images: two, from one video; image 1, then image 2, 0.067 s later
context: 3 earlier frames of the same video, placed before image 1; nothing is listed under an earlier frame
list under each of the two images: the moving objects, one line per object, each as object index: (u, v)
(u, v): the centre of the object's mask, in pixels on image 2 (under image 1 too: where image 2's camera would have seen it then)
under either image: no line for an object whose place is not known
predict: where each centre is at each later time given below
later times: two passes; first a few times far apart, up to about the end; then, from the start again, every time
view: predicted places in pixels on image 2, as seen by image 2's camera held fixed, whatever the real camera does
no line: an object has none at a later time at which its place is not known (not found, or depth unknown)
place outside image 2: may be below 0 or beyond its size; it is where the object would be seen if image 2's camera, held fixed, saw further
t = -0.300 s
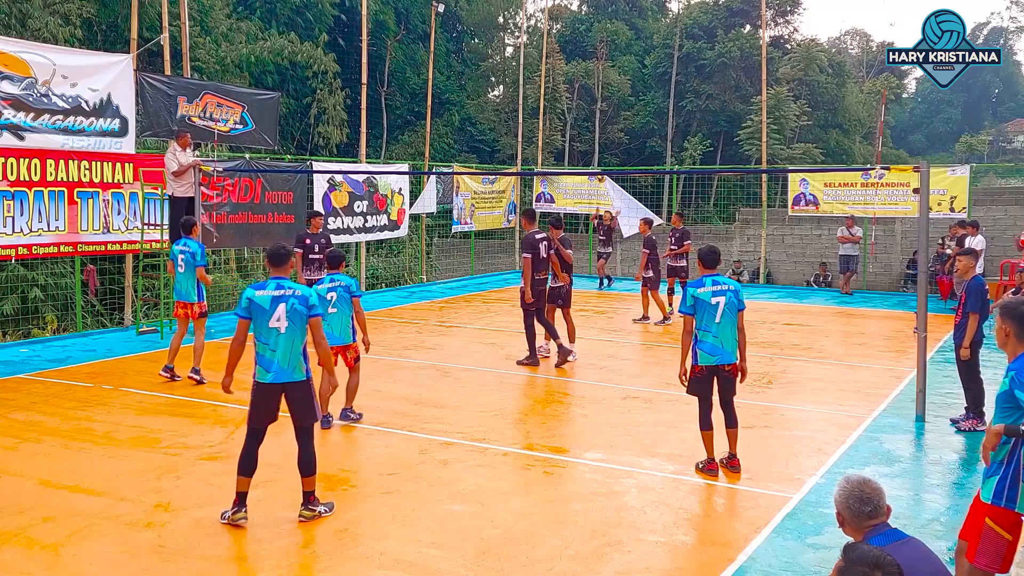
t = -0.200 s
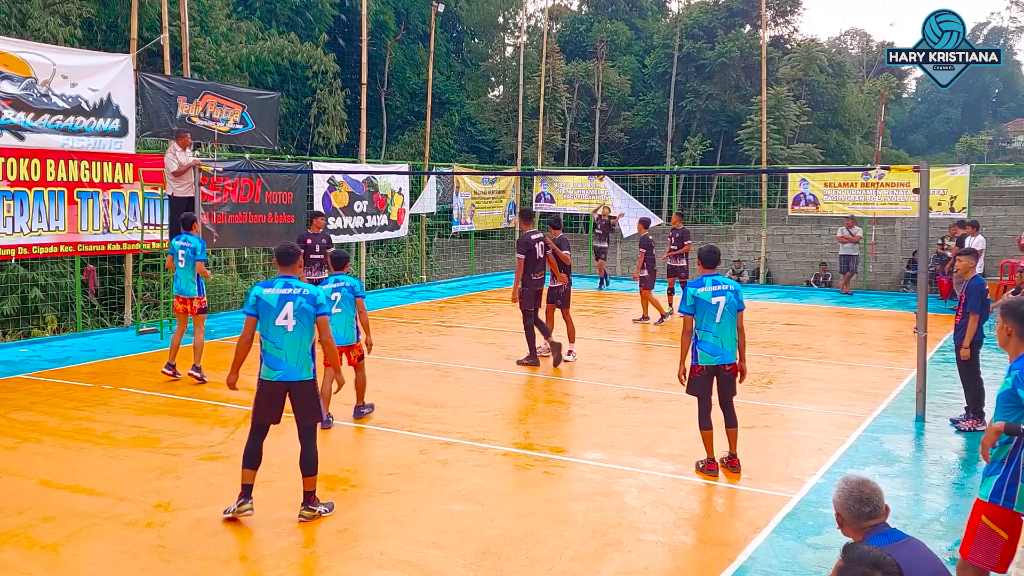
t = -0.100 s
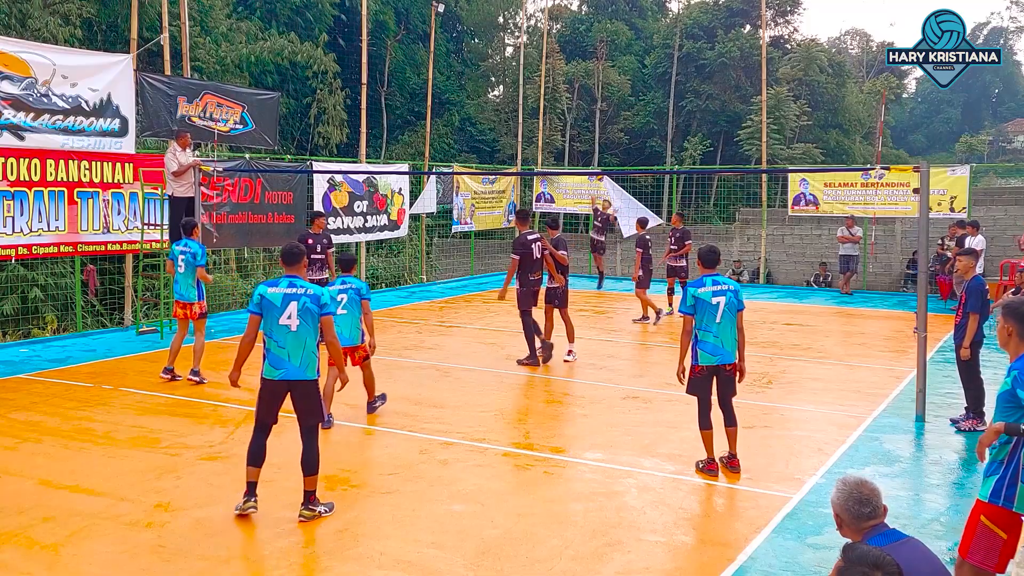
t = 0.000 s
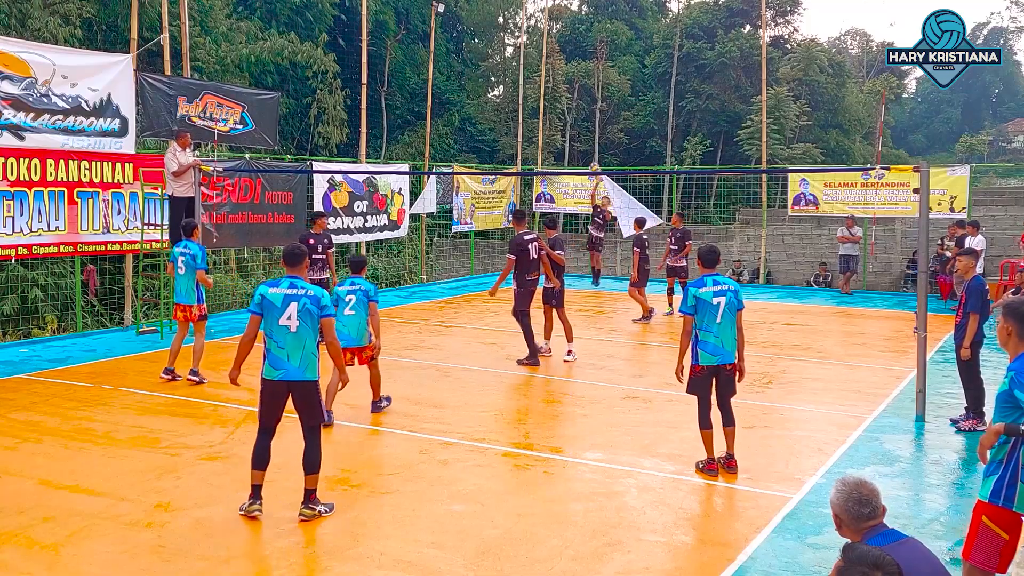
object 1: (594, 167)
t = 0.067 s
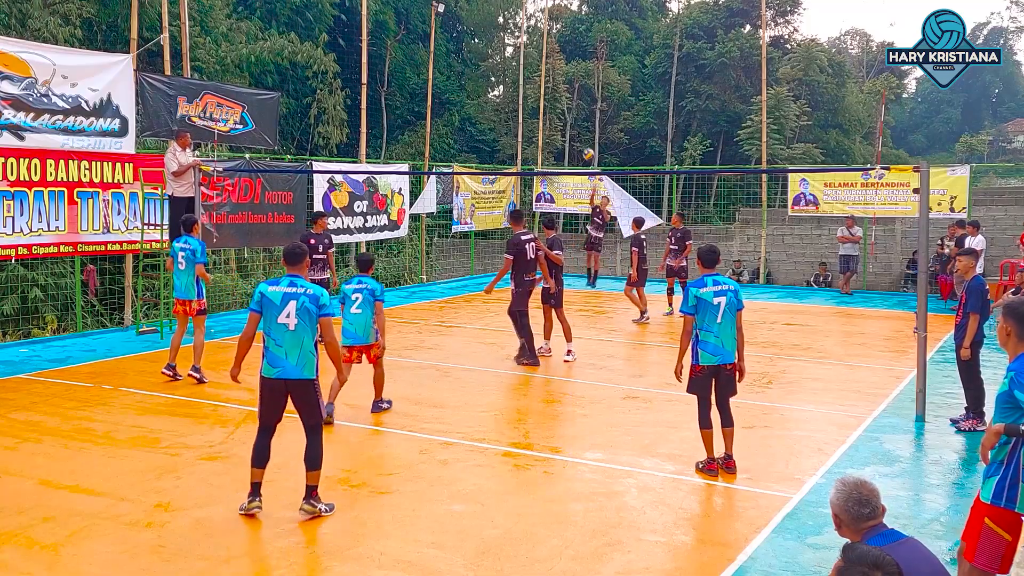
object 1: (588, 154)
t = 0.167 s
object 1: (577, 133)
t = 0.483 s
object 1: (529, 95)
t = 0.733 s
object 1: (469, 115)
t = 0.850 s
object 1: (428, 148)
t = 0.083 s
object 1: (586, 150)
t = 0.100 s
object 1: (585, 147)
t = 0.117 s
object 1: (583, 143)
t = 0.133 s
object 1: (581, 140)
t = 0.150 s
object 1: (579, 137)
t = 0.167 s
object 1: (577, 133)
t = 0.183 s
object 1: (576, 129)
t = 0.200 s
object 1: (574, 127)
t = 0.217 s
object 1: (572, 124)
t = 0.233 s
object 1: (569, 121)
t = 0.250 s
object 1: (568, 119)
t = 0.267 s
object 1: (565, 116)
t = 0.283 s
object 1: (563, 114)
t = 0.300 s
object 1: (560, 111)
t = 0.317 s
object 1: (558, 109)
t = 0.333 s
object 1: (555, 107)
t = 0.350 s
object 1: (552, 105)
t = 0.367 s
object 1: (550, 103)
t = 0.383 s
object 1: (547, 102)
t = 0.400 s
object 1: (544, 100)
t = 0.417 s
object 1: (542, 99)
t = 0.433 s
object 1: (539, 98)
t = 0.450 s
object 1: (536, 97)
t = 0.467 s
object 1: (532, 97)
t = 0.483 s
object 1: (529, 95)
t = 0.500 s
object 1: (526, 95)
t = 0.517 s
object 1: (522, 95)
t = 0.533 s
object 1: (520, 96)
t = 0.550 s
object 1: (516, 95)
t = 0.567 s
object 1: (512, 96)
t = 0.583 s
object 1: (509, 97)
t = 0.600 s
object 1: (505, 98)
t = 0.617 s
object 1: (501, 99)
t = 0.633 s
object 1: (496, 100)
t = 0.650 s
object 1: (492, 102)
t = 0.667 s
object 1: (488, 104)
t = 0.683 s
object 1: (483, 106)
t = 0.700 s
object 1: (478, 109)
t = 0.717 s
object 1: (474, 112)
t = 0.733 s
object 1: (469, 115)
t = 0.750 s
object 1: (463, 119)
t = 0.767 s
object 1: (458, 122)
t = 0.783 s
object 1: (452, 127)
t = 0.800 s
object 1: (447, 131)
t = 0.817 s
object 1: (441, 137)
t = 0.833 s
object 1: (434, 142)
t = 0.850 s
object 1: (428, 148)
